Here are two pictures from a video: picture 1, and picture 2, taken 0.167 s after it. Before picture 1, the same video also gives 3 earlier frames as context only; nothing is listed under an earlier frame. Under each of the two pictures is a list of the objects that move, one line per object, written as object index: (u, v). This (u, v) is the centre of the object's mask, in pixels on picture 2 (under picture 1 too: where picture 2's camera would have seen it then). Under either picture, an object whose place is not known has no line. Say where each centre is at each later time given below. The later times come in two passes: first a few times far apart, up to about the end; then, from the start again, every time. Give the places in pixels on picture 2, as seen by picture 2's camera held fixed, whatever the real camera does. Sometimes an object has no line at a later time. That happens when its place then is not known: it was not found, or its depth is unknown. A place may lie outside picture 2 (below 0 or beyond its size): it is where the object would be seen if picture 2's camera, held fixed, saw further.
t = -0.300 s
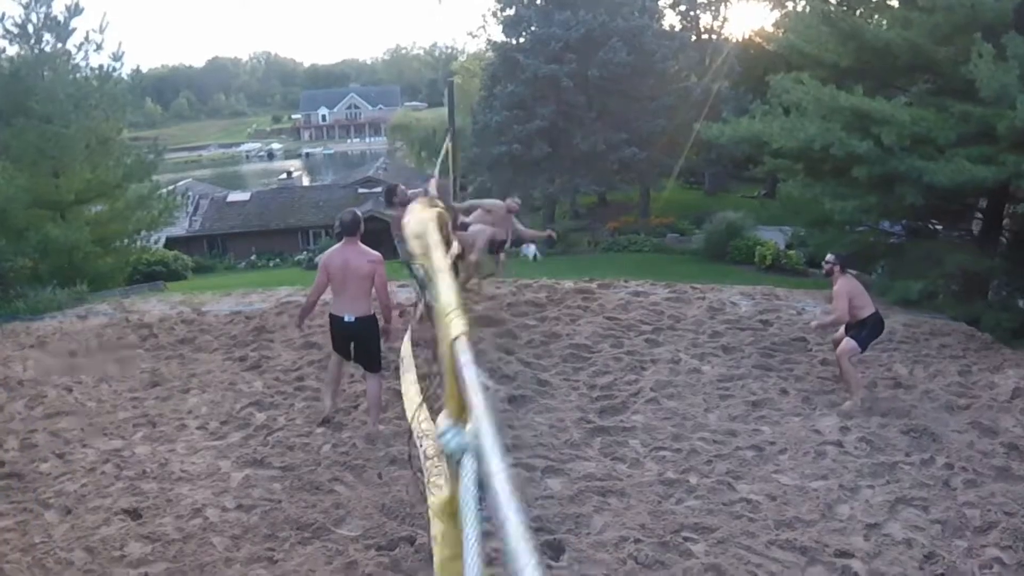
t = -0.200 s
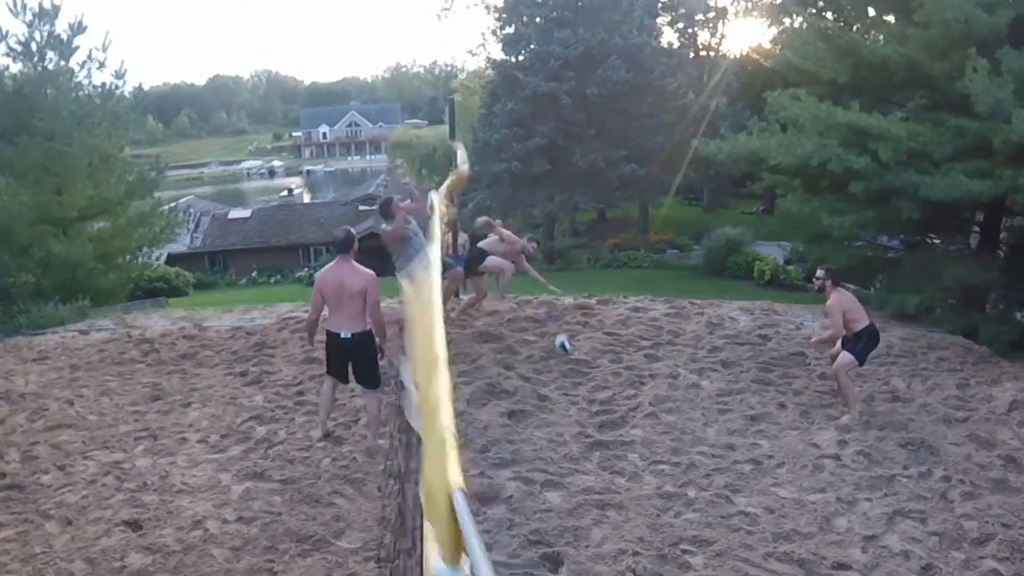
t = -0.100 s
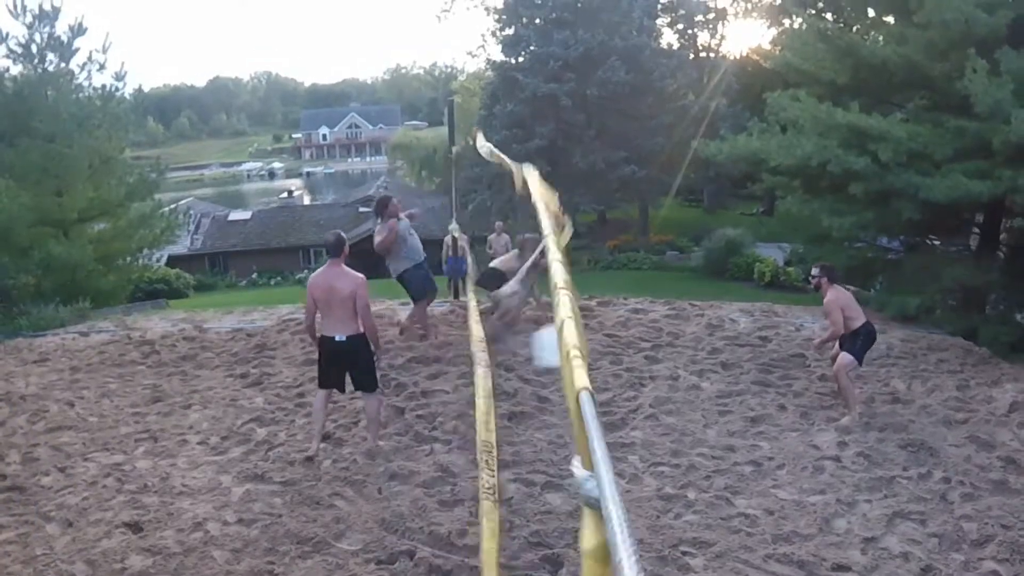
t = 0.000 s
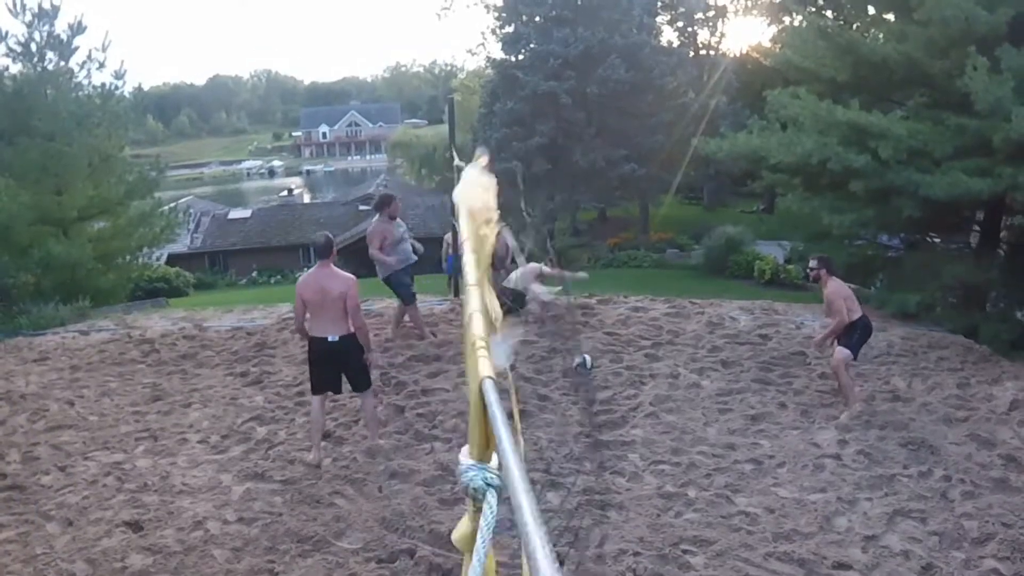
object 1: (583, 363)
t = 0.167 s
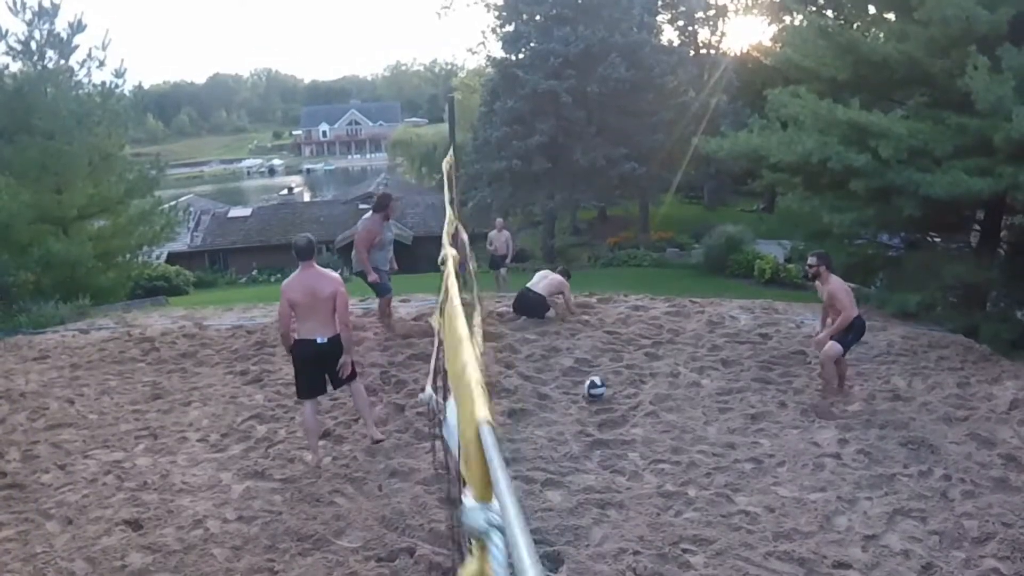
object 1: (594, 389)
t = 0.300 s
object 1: (595, 402)
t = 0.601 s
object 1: (600, 426)
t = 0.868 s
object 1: (605, 439)
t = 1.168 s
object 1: (605, 439)
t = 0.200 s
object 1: (594, 390)
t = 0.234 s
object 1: (595, 392)
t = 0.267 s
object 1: (595, 397)
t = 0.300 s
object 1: (595, 402)
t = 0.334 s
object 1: (596, 408)
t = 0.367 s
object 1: (596, 411)
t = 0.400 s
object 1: (596, 413)
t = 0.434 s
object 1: (596, 416)
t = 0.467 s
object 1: (596, 420)
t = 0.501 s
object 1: (597, 422)
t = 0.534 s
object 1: (597, 423)
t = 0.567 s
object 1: (600, 424)
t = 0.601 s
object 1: (600, 426)
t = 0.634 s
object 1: (600, 427)
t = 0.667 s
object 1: (601, 428)
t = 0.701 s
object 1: (602, 430)
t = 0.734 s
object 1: (601, 433)
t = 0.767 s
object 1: (603, 438)
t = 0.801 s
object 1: (604, 439)
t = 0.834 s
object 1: (604, 439)
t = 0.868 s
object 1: (605, 439)
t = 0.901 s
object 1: (605, 439)
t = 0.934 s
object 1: (606, 440)
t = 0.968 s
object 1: (606, 439)
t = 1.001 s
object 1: (605, 439)
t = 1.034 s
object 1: (606, 439)
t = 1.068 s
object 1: (606, 439)
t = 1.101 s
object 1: (605, 439)
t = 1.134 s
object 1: (605, 439)
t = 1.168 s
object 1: (605, 439)
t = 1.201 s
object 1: (605, 439)
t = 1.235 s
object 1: (604, 439)
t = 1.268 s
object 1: (604, 439)
